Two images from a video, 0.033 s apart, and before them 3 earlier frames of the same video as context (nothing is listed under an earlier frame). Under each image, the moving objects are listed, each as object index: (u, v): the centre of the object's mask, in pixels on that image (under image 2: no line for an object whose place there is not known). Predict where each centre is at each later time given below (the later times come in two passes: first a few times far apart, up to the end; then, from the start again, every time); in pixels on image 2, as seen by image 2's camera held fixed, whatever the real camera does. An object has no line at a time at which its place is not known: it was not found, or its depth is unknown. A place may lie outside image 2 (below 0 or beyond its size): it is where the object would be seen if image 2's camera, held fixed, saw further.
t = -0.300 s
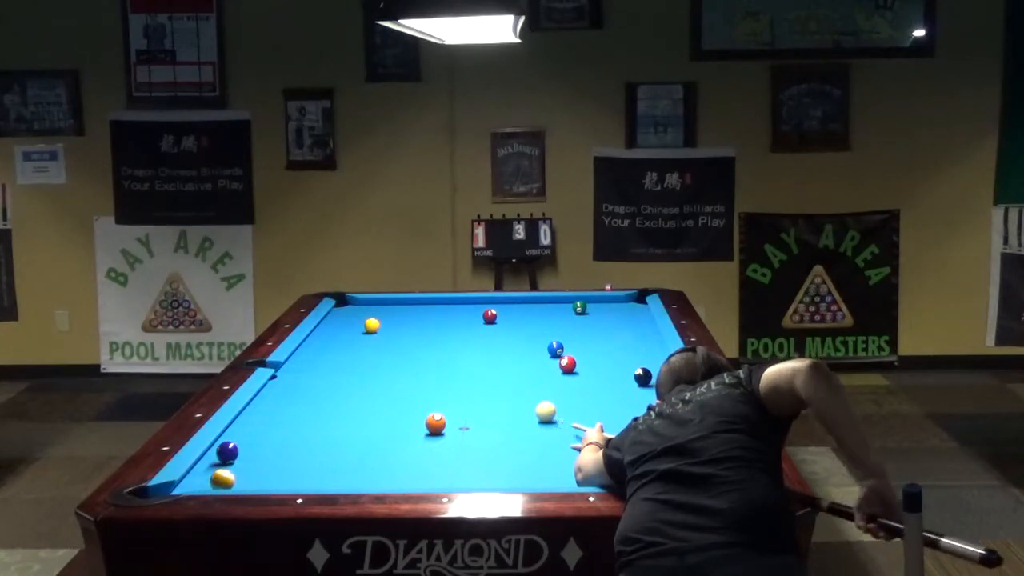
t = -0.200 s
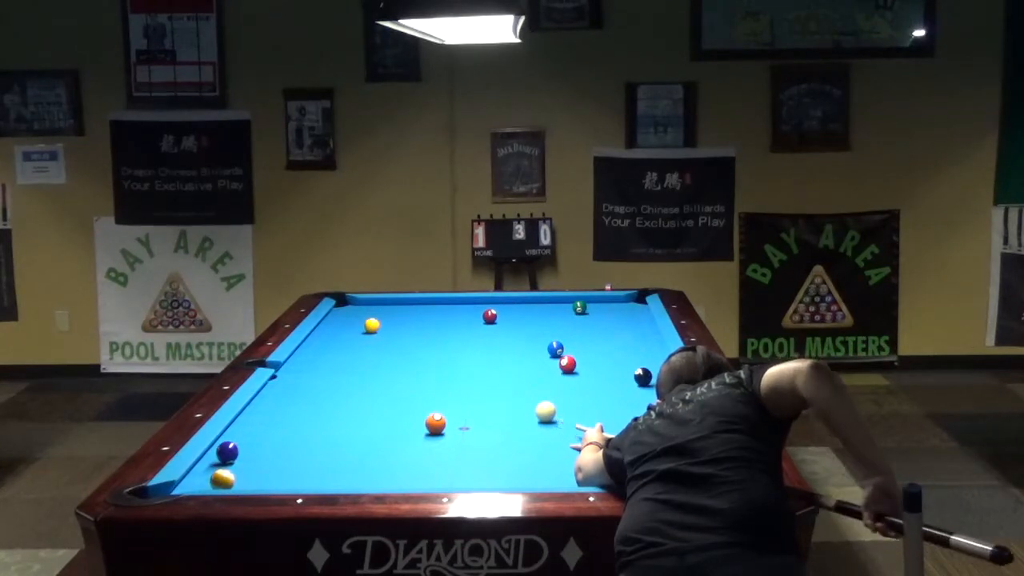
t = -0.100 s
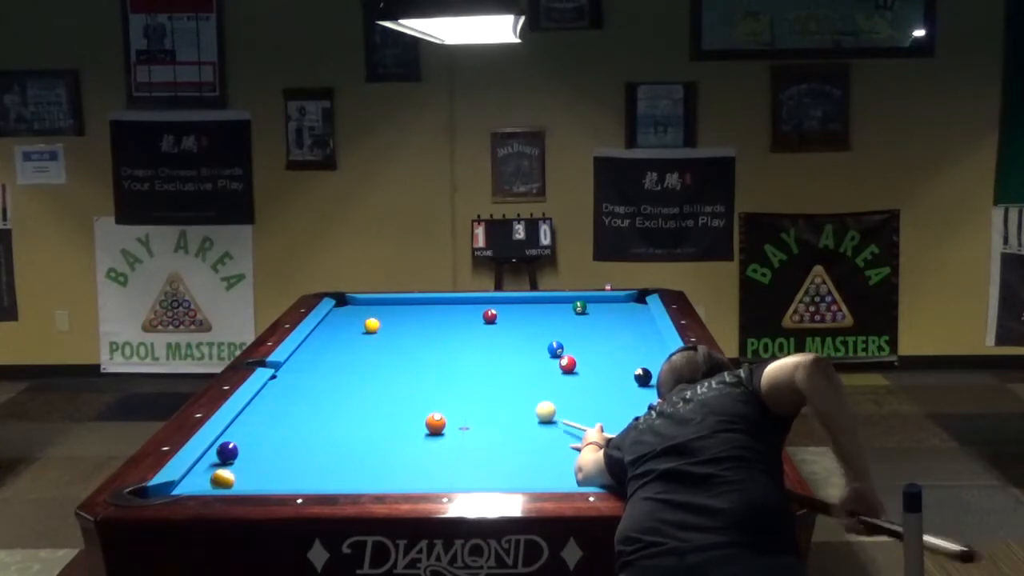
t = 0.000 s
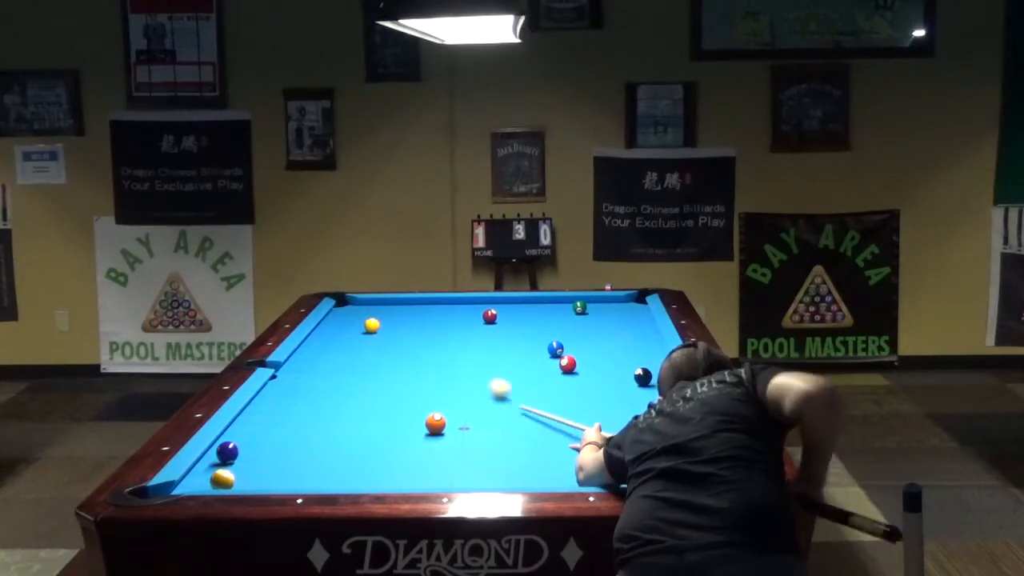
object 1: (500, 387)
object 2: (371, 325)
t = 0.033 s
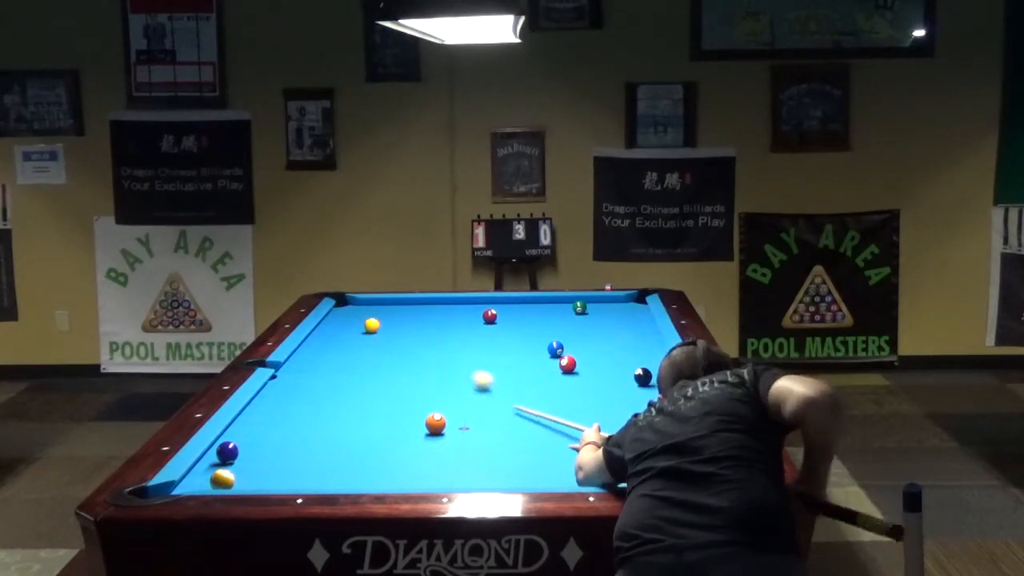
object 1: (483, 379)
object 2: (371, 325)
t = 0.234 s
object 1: (401, 340)
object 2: (371, 325)
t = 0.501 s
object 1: (362, 328)
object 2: (344, 304)
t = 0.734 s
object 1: (346, 327)
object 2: (348, 300)
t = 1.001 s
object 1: (330, 327)
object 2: (363, 301)
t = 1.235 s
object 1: (326, 326)
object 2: (372, 302)
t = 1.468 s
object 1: (334, 326)
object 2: (380, 302)
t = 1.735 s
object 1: (341, 326)
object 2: (389, 303)
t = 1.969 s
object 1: (346, 326)
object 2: (396, 304)
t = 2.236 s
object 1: (350, 326)
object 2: (403, 304)
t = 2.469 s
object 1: (354, 325)
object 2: (408, 305)
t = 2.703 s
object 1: (355, 325)
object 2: (412, 305)
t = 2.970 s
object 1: (356, 325)
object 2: (417, 305)
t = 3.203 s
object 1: (356, 325)
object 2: (420, 306)
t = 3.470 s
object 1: (356, 325)
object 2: (422, 306)
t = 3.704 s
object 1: (356, 325)
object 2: (422, 306)
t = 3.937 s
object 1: (356, 325)
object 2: (422, 306)
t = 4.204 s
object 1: (356, 325)
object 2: (422, 306)
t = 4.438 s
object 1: (356, 325)
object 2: (422, 306)
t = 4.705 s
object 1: (356, 325)
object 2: (422, 306)
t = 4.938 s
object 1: (356, 325)
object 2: (422, 306)
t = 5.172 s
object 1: (356, 325)
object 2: (422, 306)
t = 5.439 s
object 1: (356, 325)
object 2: (422, 306)
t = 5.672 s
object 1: (356, 325)
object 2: (422, 306)
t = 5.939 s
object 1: (356, 325)
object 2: (422, 306)
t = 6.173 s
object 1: (356, 325)
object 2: (422, 306)
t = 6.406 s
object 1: (356, 325)
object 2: (422, 306)
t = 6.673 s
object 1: (356, 325)
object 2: (422, 306)
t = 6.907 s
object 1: (356, 325)
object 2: (422, 306)
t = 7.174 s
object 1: (356, 325)
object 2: (422, 306)
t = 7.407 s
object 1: (356, 325)
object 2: (422, 306)
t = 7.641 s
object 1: (356, 325)
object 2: (422, 306)
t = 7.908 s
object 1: (356, 325)
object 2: (422, 306)
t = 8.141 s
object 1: (356, 325)
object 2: (422, 306)
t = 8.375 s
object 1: (356, 325)
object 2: (422, 306)
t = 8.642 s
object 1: (356, 325)
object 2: (422, 306)
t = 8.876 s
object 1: (356, 325)
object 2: (422, 306)
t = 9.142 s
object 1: (356, 326)
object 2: (422, 306)
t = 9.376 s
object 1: (356, 325)
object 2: (422, 306)
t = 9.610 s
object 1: (356, 326)
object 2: (422, 306)
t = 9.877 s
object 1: (356, 326)
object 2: (422, 306)
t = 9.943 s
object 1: (356, 326)
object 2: (422, 306)
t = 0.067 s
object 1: (466, 371)
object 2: (372, 325)
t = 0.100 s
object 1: (451, 364)
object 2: (371, 326)
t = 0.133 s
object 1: (437, 357)
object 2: (371, 326)
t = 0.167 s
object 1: (425, 351)
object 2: (371, 325)
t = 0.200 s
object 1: (413, 345)
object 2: (371, 325)
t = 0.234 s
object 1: (401, 340)
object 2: (371, 325)
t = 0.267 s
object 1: (391, 335)
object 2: (371, 325)
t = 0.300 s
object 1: (382, 331)
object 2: (370, 325)
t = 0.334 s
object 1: (374, 328)
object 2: (366, 322)
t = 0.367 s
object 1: (372, 328)
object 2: (363, 318)
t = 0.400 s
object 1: (369, 328)
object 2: (358, 315)
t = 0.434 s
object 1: (367, 327)
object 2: (353, 311)
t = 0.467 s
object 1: (365, 328)
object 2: (348, 308)
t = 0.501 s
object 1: (362, 328)
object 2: (344, 304)
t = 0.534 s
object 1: (360, 327)
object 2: (345, 301)
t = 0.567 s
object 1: (357, 327)
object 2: (350, 299)
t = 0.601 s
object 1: (355, 327)
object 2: (345, 300)
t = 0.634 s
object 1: (353, 327)
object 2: (340, 301)
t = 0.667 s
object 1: (351, 327)
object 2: (342, 301)
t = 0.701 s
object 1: (348, 327)
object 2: (345, 301)
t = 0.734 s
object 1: (346, 327)
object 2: (348, 300)
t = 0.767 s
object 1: (344, 327)
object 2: (351, 300)
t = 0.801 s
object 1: (342, 327)
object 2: (354, 300)
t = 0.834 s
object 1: (340, 327)
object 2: (356, 300)
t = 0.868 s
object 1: (338, 327)
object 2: (358, 301)
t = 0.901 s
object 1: (336, 327)
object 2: (359, 300)
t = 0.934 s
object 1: (334, 327)
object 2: (360, 301)
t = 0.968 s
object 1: (332, 326)
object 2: (361, 301)
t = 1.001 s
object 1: (330, 327)
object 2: (363, 301)
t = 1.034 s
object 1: (328, 326)
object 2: (363, 301)
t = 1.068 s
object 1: (326, 326)
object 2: (365, 301)
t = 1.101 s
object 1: (324, 326)
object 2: (367, 301)
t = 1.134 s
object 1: (323, 326)
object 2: (368, 301)
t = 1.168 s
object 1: (324, 326)
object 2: (369, 301)
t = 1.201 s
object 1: (325, 326)
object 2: (371, 301)
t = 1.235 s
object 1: (326, 326)
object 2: (372, 302)
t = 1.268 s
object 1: (327, 326)
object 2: (373, 302)
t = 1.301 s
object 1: (328, 326)
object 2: (374, 302)
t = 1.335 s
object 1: (329, 326)
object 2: (375, 302)
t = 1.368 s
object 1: (330, 326)
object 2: (377, 302)
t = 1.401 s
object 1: (332, 326)
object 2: (378, 302)
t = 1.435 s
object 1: (333, 326)
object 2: (379, 302)
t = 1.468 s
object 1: (334, 326)
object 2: (380, 302)
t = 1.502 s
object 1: (335, 326)
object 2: (382, 302)
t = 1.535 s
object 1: (335, 326)
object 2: (383, 302)
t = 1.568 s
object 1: (336, 326)
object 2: (384, 302)
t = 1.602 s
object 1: (337, 326)
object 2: (385, 302)
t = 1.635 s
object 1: (338, 326)
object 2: (386, 303)
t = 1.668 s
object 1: (339, 326)
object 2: (387, 303)
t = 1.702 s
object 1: (340, 326)
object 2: (388, 303)
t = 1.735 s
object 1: (341, 326)
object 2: (389, 303)
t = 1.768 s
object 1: (342, 326)
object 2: (390, 303)
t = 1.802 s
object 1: (342, 326)
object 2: (391, 303)
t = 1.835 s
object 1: (343, 326)
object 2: (392, 303)
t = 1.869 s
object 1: (344, 326)
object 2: (393, 303)
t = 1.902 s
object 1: (345, 326)
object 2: (394, 304)
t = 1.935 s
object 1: (345, 326)
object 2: (395, 304)
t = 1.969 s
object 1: (346, 326)
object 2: (396, 304)
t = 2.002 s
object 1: (347, 326)
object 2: (397, 304)
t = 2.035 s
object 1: (347, 326)
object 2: (398, 304)
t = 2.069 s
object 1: (348, 326)
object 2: (399, 304)
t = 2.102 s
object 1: (349, 326)
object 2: (400, 304)
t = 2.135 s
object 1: (349, 326)
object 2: (401, 304)
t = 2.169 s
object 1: (350, 325)
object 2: (401, 304)
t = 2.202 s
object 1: (350, 326)
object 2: (402, 304)
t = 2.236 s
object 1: (350, 326)
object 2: (403, 304)
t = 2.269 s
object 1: (351, 326)
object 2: (404, 304)
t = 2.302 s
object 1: (352, 326)
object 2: (404, 304)
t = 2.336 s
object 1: (352, 326)
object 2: (405, 304)
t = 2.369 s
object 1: (353, 325)
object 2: (406, 305)
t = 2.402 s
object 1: (353, 326)
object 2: (407, 305)
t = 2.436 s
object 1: (353, 325)
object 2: (407, 305)
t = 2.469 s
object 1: (354, 325)
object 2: (408, 305)
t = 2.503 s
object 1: (354, 325)
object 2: (409, 305)
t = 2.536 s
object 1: (355, 325)
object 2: (409, 305)
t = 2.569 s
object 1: (355, 325)
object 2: (410, 305)
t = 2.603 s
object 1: (355, 325)
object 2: (411, 305)
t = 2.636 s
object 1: (355, 325)
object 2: (411, 305)
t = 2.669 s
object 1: (355, 325)
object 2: (412, 305)
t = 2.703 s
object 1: (355, 325)
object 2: (412, 305)
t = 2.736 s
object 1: (356, 325)
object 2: (413, 305)
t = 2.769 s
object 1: (356, 325)
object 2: (414, 305)
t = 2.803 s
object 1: (356, 325)
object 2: (414, 305)
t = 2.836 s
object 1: (356, 325)
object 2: (415, 305)
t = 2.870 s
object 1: (356, 325)
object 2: (415, 305)
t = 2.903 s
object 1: (356, 325)
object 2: (416, 305)
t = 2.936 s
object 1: (356, 325)
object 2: (416, 305)
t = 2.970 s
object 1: (356, 325)
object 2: (417, 305)
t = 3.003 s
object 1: (356, 325)
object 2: (417, 305)
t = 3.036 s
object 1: (356, 325)
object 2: (418, 305)
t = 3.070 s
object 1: (356, 325)
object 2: (418, 305)
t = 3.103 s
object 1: (356, 325)
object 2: (418, 306)
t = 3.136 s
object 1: (356, 325)
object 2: (419, 306)
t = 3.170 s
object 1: (356, 325)
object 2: (420, 306)
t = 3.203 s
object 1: (356, 325)
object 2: (420, 306)
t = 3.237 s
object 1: (356, 325)
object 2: (420, 306)
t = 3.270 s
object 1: (356, 325)
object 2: (420, 306)
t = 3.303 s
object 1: (356, 325)
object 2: (421, 306)
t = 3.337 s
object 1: (356, 325)
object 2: (421, 306)
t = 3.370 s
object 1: (356, 325)
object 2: (421, 306)
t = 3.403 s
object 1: (356, 325)
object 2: (421, 306)
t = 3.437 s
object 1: (356, 325)
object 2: (422, 306)
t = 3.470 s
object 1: (356, 325)
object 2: (422, 306)
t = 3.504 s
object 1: (356, 325)
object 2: (422, 306)
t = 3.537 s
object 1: (356, 325)
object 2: (422, 306)
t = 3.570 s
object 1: (356, 325)
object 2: (422, 306)
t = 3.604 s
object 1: (356, 325)
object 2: (422, 306)
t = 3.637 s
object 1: (356, 325)
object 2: (422, 306)
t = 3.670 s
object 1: (356, 325)
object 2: (422, 306)
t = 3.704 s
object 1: (356, 325)
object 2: (422, 306)
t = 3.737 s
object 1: (356, 325)
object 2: (422, 306)
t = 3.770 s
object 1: (356, 325)
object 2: (422, 306)
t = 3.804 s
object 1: (356, 325)
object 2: (422, 306)
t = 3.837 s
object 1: (356, 325)
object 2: (422, 306)
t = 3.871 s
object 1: (356, 325)
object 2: (422, 306)
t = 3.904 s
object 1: (356, 325)
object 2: (422, 306)
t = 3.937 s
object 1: (356, 325)
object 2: (422, 306)
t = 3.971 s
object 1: (356, 325)
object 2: (422, 306)
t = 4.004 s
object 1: (356, 325)
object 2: (422, 306)
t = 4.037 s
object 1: (356, 325)
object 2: (422, 306)
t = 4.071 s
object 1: (356, 325)
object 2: (422, 306)
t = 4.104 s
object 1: (356, 325)
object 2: (422, 306)
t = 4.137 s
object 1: (356, 325)
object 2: (422, 306)
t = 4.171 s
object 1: (356, 325)
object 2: (422, 306)
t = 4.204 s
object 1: (356, 325)
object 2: (422, 306)
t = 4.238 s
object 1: (356, 325)
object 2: (422, 306)
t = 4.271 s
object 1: (356, 325)
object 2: (422, 306)
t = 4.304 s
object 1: (356, 325)
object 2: (422, 306)
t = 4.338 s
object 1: (356, 325)
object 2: (422, 306)
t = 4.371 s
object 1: (356, 325)
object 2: (422, 306)
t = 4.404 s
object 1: (356, 325)
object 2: (422, 306)
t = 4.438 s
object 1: (356, 325)
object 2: (422, 306)
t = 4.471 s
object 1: (356, 325)
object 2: (422, 306)
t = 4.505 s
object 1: (356, 325)
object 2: (422, 306)
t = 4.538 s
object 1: (356, 325)
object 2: (422, 306)
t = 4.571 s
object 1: (356, 325)
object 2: (422, 306)
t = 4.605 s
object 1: (356, 325)
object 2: (422, 306)
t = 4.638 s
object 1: (356, 325)
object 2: (422, 306)
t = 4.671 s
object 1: (356, 325)
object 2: (422, 306)
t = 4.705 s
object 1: (356, 325)
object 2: (422, 306)
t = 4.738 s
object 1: (356, 325)
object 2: (422, 306)
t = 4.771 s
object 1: (356, 325)
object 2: (422, 306)
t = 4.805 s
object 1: (356, 325)
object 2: (422, 306)
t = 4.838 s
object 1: (356, 325)
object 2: (422, 306)
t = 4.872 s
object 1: (356, 325)
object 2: (422, 306)
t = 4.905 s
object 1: (356, 325)
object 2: (422, 306)
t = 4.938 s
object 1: (356, 325)
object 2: (422, 306)
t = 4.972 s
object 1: (356, 325)
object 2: (422, 306)
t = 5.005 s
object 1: (356, 325)
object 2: (422, 306)
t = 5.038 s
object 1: (356, 325)
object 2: (422, 306)
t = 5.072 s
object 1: (356, 325)
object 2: (422, 306)
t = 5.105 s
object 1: (356, 325)
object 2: (422, 306)
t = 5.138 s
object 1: (356, 325)
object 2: (422, 306)
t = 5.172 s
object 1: (356, 325)
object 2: (422, 306)
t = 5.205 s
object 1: (356, 325)
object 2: (422, 306)
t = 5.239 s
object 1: (356, 325)
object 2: (422, 306)
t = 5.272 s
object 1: (356, 325)
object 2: (422, 306)
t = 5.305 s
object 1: (356, 325)
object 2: (422, 306)
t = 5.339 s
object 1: (356, 325)
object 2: (422, 306)
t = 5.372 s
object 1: (356, 325)
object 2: (422, 306)
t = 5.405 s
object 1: (356, 325)
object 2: (422, 306)
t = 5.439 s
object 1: (356, 325)
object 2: (422, 306)
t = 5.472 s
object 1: (356, 325)
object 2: (422, 306)
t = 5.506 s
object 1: (356, 325)
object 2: (422, 306)
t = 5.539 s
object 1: (356, 325)
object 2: (422, 306)
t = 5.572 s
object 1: (356, 325)
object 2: (422, 306)
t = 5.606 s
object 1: (356, 325)
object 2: (422, 306)
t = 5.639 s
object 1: (356, 325)
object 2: (422, 306)
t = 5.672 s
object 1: (356, 325)
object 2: (422, 306)
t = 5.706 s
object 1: (356, 325)
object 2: (422, 306)
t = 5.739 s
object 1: (356, 325)
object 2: (422, 306)
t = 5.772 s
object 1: (356, 325)
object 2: (422, 306)
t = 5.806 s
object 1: (356, 325)
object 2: (422, 306)
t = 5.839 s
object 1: (356, 325)
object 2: (422, 306)
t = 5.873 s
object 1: (356, 325)
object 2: (422, 306)
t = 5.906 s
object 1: (356, 325)
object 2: (422, 306)
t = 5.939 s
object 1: (356, 325)
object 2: (422, 306)
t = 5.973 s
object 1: (356, 325)
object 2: (422, 306)
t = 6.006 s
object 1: (356, 325)
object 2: (422, 306)
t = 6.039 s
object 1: (356, 325)
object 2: (422, 306)
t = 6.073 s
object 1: (356, 325)
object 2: (422, 306)
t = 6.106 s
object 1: (356, 325)
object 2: (422, 306)
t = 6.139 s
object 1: (356, 325)
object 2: (422, 306)
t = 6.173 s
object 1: (356, 325)
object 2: (422, 306)
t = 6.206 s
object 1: (356, 325)
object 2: (422, 306)
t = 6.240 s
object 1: (356, 325)
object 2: (422, 306)
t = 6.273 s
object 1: (356, 325)
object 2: (422, 306)
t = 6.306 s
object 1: (356, 325)
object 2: (422, 306)
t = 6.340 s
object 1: (356, 325)
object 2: (422, 306)
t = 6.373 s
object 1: (356, 325)
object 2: (422, 306)
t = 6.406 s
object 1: (356, 325)
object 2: (422, 306)
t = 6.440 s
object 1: (356, 325)
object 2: (422, 306)
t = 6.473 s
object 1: (356, 325)
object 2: (422, 306)
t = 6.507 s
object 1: (356, 325)
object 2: (422, 306)
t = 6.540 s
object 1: (356, 325)
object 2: (422, 306)
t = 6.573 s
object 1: (356, 325)
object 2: (422, 306)
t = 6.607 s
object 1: (356, 325)
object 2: (422, 306)
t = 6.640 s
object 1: (356, 325)
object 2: (422, 306)
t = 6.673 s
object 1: (356, 325)
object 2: (422, 306)
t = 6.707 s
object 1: (356, 325)
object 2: (422, 306)
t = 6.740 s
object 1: (356, 325)
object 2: (422, 306)
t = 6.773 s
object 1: (356, 325)
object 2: (422, 306)
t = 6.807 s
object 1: (356, 325)
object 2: (422, 306)
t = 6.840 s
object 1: (356, 325)
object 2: (422, 306)
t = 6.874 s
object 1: (356, 325)
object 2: (422, 306)
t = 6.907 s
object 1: (356, 325)
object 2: (422, 306)
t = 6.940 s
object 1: (356, 325)
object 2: (422, 306)
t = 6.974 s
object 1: (356, 325)
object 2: (422, 306)
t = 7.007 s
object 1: (356, 325)
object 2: (422, 306)
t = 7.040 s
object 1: (356, 325)
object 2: (422, 306)
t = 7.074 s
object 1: (356, 325)
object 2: (422, 306)
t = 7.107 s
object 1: (356, 325)
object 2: (422, 306)
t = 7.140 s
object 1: (356, 325)
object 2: (422, 306)
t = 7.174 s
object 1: (356, 325)
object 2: (422, 306)
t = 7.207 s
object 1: (356, 325)
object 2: (422, 306)
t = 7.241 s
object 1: (356, 325)
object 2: (422, 306)
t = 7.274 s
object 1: (356, 325)
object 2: (422, 306)
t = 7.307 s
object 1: (356, 325)
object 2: (422, 306)
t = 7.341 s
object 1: (356, 325)
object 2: (422, 306)
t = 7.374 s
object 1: (356, 325)
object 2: (422, 306)
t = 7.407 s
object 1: (356, 325)
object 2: (422, 306)
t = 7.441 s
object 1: (356, 325)
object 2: (422, 306)
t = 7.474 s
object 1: (356, 325)
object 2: (422, 306)
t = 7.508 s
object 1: (356, 325)
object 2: (422, 306)
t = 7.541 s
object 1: (356, 325)
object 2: (422, 306)
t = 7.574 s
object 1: (356, 325)
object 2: (422, 306)
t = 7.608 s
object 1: (356, 325)
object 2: (422, 306)
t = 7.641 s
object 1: (356, 325)
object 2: (422, 306)
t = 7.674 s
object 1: (356, 325)
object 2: (422, 306)
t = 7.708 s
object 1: (356, 325)
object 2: (422, 306)
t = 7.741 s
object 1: (356, 325)
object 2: (422, 306)
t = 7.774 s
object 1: (356, 325)
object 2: (422, 306)
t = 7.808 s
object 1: (356, 325)
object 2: (422, 306)
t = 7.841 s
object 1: (356, 325)
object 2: (422, 306)
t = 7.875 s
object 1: (356, 325)
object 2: (422, 306)
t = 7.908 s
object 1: (356, 325)
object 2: (422, 306)
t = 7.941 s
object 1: (356, 325)
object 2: (422, 306)
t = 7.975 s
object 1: (356, 325)
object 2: (422, 306)
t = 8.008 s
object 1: (356, 325)
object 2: (422, 306)
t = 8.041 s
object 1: (356, 325)
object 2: (422, 306)
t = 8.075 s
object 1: (356, 325)
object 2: (422, 306)
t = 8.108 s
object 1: (356, 325)
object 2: (422, 306)
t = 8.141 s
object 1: (356, 325)
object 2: (422, 306)
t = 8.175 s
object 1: (356, 325)
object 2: (422, 306)
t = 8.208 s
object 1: (356, 325)
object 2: (422, 306)
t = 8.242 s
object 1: (356, 325)
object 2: (422, 306)
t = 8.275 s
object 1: (356, 325)
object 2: (422, 306)
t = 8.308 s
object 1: (356, 325)
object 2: (422, 306)
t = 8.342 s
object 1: (356, 325)
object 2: (422, 306)
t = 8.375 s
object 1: (356, 325)
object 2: (422, 306)
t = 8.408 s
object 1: (356, 325)
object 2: (422, 306)
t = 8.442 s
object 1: (356, 325)
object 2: (422, 306)
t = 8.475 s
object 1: (356, 325)
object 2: (422, 306)
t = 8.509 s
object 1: (356, 325)
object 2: (422, 306)
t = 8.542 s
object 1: (356, 325)
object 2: (422, 306)
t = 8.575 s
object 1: (356, 325)
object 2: (422, 306)
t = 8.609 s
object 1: (356, 325)
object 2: (422, 306)
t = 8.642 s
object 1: (356, 325)
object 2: (422, 306)
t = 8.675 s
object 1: (356, 325)
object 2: (422, 306)
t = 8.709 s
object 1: (356, 325)
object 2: (422, 306)
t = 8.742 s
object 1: (356, 325)
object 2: (422, 306)
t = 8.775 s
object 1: (356, 326)
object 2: (422, 306)
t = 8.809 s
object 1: (356, 325)
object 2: (422, 306)
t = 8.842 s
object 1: (356, 325)
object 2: (422, 306)
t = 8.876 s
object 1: (356, 325)
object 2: (422, 306)
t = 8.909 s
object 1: (356, 326)
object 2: (422, 306)
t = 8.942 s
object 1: (356, 326)
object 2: (422, 306)
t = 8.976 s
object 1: (356, 325)
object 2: (422, 306)
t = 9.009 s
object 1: (356, 325)
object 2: (422, 306)
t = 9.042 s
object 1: (356, 326)
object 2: (422, 306)
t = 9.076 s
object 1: (356, 326)
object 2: (422, 306)
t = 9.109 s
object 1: (356, 326)
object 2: (422, 306)
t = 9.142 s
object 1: (356, 326)
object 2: (422, 306)
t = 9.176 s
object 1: (356, 326)
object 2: (422, 306)
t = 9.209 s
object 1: (356, 326)
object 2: (422, 306)
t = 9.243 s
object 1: (356, 326)
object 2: (422, 306)
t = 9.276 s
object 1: (356, 326)
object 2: (422, 306)
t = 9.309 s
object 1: (356, 326)
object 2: (422, 306)
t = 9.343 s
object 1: (356, 326)
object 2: (422, 306)
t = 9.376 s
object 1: (356, 325)
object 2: (422, 306)
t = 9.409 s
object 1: (356, 326)
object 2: (422, 306)
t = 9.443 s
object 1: (356, 326)
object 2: (422, 306)
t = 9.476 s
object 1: (356, 326)
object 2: (422, 306)
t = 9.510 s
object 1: (356, 326)
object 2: (422, 306)
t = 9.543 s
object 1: (356, 326)
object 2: (422, 306)
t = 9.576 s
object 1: (356, 326)
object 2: (422, 306)
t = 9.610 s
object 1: (356, 326)
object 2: (422, 306)
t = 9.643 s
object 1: (356, 326)
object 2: (422, 306)
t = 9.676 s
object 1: (356, 326)
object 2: (422, 306)
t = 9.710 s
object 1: (356, 326)
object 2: (422, 306)
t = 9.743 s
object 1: (356, 326)
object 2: (422, 306)
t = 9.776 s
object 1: (356, 326)
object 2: (422, 306)
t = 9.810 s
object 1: (356, 326)
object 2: (422, 306)
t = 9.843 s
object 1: (356, 326)
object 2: (422, 306)
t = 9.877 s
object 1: (356, 326)
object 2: (422, 306)
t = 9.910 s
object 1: (356, 326)
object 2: (422, 306)
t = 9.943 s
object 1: (356, 326)
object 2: (422, 306)
